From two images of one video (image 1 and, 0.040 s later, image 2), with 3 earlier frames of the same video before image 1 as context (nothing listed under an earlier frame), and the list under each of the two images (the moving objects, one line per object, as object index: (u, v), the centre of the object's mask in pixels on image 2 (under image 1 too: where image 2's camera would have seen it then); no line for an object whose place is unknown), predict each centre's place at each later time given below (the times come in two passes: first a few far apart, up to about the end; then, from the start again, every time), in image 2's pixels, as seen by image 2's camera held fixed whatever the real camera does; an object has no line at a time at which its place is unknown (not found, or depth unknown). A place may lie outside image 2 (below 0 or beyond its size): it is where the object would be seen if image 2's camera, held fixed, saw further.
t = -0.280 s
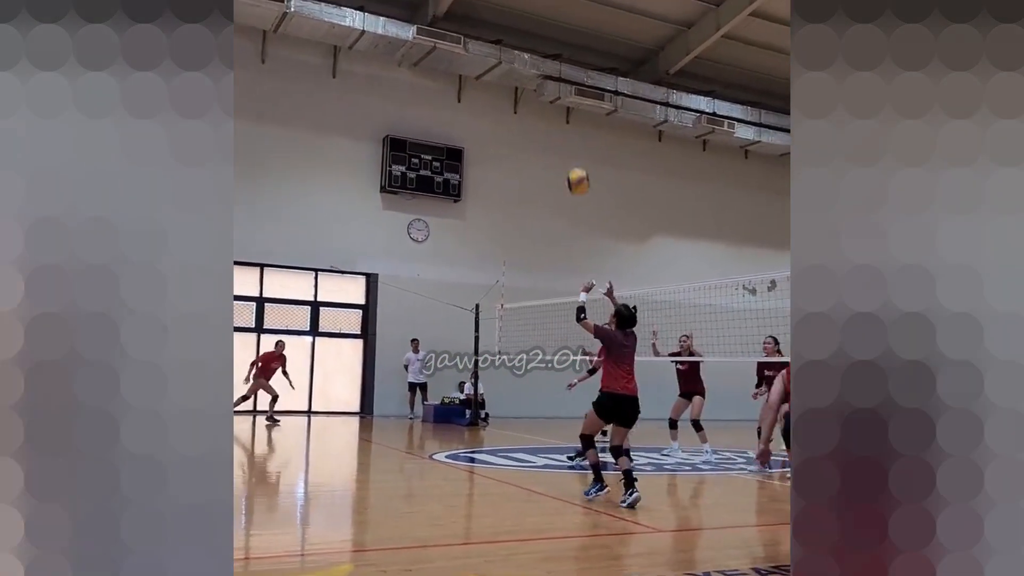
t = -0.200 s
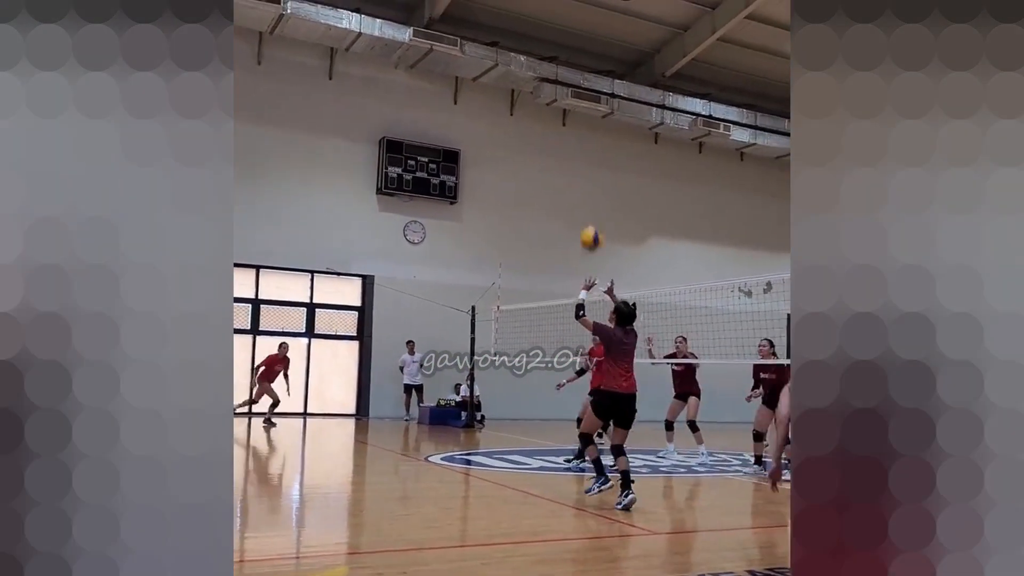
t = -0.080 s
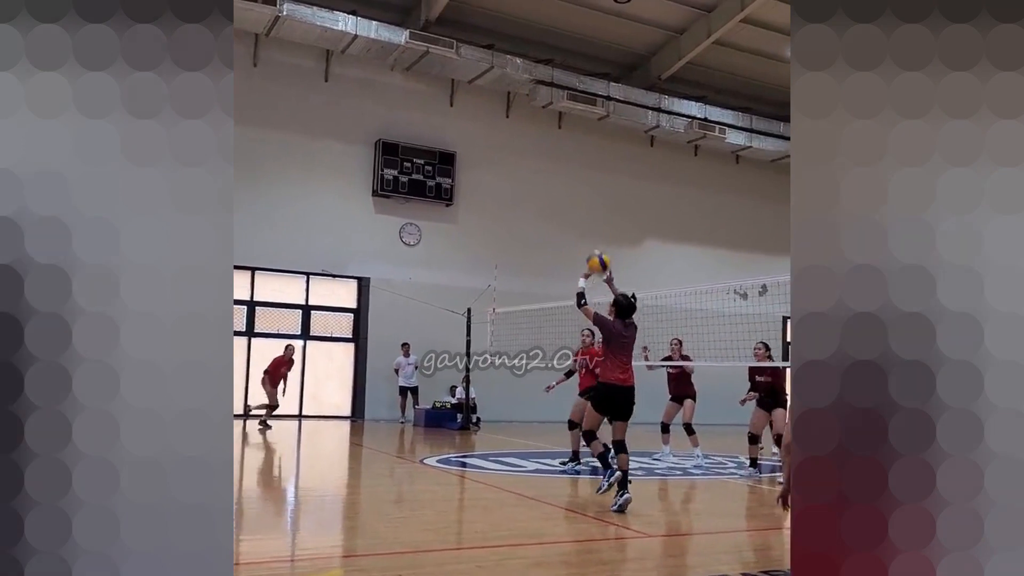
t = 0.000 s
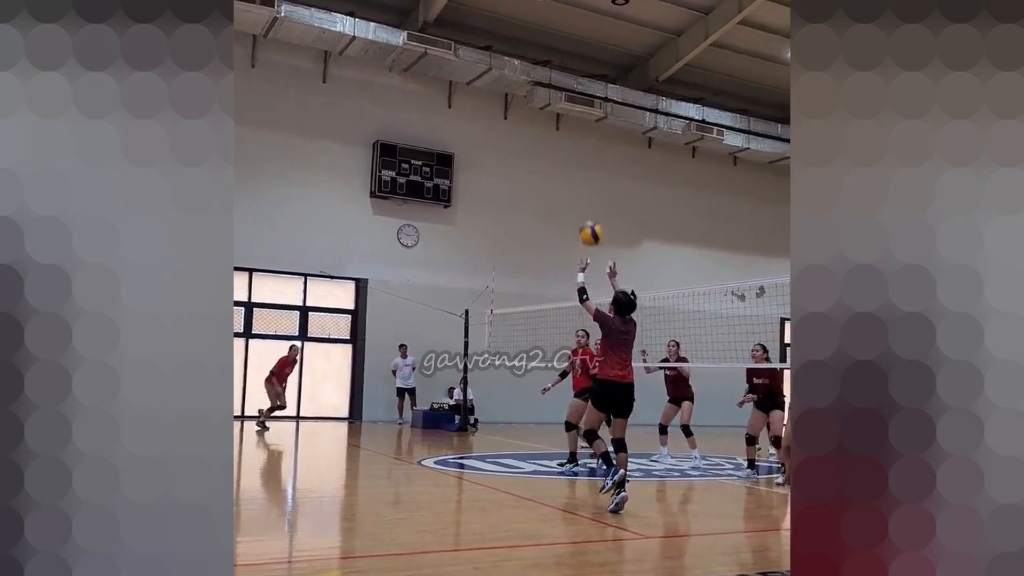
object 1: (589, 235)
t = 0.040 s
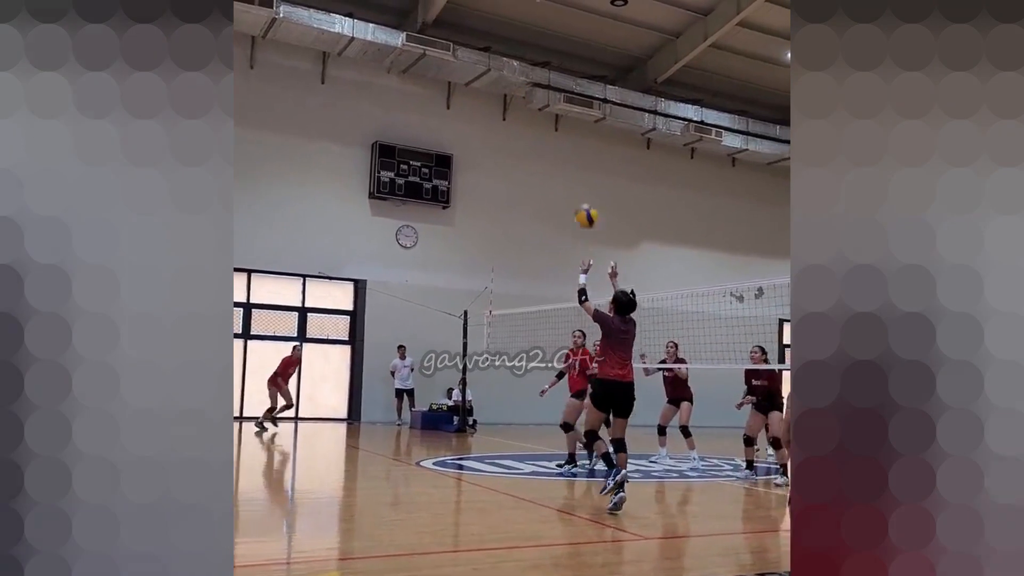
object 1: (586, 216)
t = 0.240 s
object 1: (570, 152)
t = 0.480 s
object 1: (551, 113)
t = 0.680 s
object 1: (538, 105)
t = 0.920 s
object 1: (521, 122)
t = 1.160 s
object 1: (504, 167)
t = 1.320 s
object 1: (492, 209)
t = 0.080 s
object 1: (582, 199)
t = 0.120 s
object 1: (579, 184)
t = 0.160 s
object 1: (577, 177)
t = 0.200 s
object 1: (574, 164)
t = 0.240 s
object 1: (570, 152)
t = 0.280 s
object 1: (567, 141)
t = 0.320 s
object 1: (565, 137)
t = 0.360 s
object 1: (562, 129)
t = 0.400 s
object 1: (558, 123)
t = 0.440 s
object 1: (555, 117)
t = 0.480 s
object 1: (551, 113)
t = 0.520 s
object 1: (550, 111)
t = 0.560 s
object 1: (546, 108)
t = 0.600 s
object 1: (543, 106)
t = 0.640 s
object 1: (540, 105)
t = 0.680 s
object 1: (538, 105)
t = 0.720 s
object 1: (535, 106)
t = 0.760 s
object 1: (531, 108)
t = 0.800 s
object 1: (528, 110)
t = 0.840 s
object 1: (527, 112)
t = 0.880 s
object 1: (524, 116)
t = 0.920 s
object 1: (521, 122)
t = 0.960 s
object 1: (518, 128)
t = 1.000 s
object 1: (516, 131)
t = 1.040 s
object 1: (513, 139)
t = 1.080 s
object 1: (510, 147)
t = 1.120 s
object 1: (507, 157)
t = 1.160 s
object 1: (504, 167)
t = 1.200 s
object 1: (502, 172)
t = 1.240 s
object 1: (499, 184)
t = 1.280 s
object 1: (495, 195)
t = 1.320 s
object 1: (492, 209)
